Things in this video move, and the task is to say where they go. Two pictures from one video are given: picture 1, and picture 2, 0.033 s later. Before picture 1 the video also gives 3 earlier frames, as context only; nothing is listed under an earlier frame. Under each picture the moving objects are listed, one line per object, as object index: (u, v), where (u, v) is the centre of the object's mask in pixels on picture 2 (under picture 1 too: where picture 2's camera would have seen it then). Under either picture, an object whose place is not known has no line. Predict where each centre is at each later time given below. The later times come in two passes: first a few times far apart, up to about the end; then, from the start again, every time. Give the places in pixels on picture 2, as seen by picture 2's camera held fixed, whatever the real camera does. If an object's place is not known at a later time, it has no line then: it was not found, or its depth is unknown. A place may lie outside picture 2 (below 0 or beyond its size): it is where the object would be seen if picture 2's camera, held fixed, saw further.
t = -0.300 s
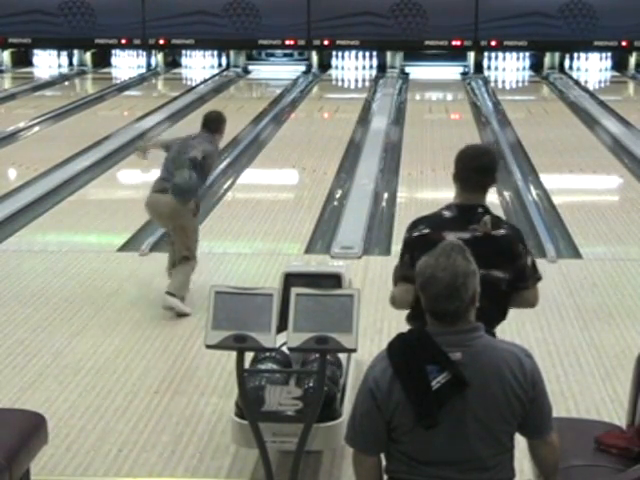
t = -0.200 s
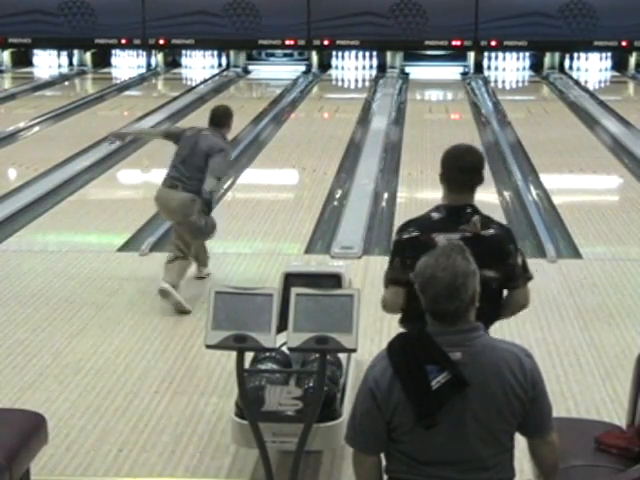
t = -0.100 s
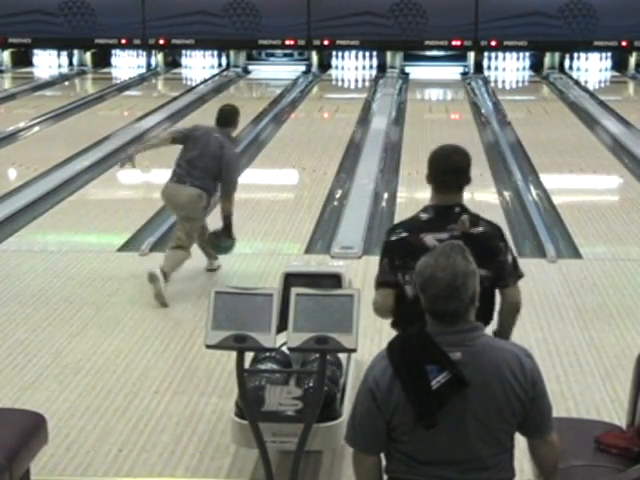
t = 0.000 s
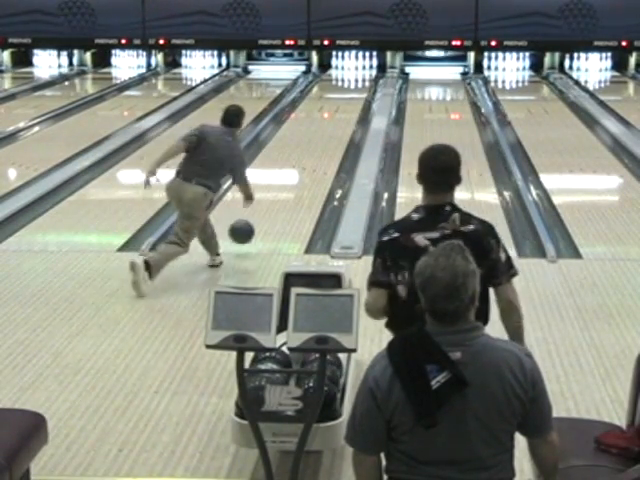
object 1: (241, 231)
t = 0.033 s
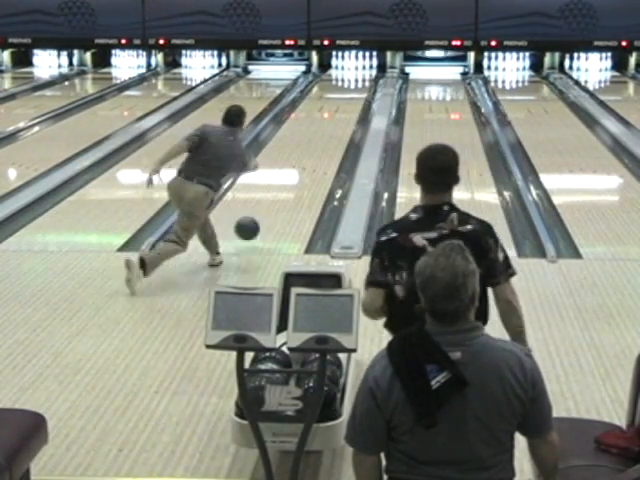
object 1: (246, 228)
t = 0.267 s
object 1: (279, 198)
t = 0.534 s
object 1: (305, 164)
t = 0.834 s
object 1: (327, 136)
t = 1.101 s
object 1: (341, 117)
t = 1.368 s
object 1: (351, 102)
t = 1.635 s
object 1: (359, 90)
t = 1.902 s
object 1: (362, 80)
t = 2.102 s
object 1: (362, 74)
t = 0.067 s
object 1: (252, 226)
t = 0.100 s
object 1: (257, 224)
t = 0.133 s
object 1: (262, 218)
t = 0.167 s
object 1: (266, 213)
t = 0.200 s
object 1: (271, 208)
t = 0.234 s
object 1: (275, 202)
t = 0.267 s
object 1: (279, 198)
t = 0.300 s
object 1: (283, 193)
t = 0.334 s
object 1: (286, 189)
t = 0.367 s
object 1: (290, 184)
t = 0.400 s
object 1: (294, 179)
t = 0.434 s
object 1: (297, 175)
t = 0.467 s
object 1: (300, 171)
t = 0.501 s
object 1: (303, 167)
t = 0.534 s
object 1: (305, 164)
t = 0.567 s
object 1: (308, 160)
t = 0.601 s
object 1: (311, 156)
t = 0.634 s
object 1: (313, 153)
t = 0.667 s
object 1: (316, 150)
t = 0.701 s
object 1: (318, 147)
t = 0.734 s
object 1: (321, 144)
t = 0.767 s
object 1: (323, 141)
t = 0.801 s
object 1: (325, 139)
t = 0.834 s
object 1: (327, 136)
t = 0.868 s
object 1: (329, 133)
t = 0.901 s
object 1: (331, 131)
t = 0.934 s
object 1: (333, 128)
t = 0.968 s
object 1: (334, 126)
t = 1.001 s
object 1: (336, 123)
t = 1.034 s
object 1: (338, 121)
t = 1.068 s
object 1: (339, 119)
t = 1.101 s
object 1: (341, 117)
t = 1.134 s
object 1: (342, 115)
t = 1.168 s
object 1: (343, 113)
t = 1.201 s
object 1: (345, 111)
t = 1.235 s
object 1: (346, 109)
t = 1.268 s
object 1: (348, 108)
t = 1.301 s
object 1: (349, 106)
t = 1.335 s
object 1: (350, 104)
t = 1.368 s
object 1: (351, 102)
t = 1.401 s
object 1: (352, 100)
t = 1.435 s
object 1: (353, 99)
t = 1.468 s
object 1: (354, 97)
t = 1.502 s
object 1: (355, 95)
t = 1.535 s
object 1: (356, 94)
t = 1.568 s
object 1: (357, 92)
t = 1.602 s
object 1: (358, 91)
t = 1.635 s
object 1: (359, 90)
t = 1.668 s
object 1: (359, 88)
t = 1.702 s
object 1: (360, 87)
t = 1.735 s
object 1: (360, 86)
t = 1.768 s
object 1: (361, 85)
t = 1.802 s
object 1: (360, 83)
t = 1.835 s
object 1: (361, 82)
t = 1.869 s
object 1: (361, 81)
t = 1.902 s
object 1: (362, 80)
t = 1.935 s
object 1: (362, 79)
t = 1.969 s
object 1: (362, 78)
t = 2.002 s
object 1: (362, 77)
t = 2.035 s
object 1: (362, 75)
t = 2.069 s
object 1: (363, 74)
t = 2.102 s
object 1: (362, 74)
